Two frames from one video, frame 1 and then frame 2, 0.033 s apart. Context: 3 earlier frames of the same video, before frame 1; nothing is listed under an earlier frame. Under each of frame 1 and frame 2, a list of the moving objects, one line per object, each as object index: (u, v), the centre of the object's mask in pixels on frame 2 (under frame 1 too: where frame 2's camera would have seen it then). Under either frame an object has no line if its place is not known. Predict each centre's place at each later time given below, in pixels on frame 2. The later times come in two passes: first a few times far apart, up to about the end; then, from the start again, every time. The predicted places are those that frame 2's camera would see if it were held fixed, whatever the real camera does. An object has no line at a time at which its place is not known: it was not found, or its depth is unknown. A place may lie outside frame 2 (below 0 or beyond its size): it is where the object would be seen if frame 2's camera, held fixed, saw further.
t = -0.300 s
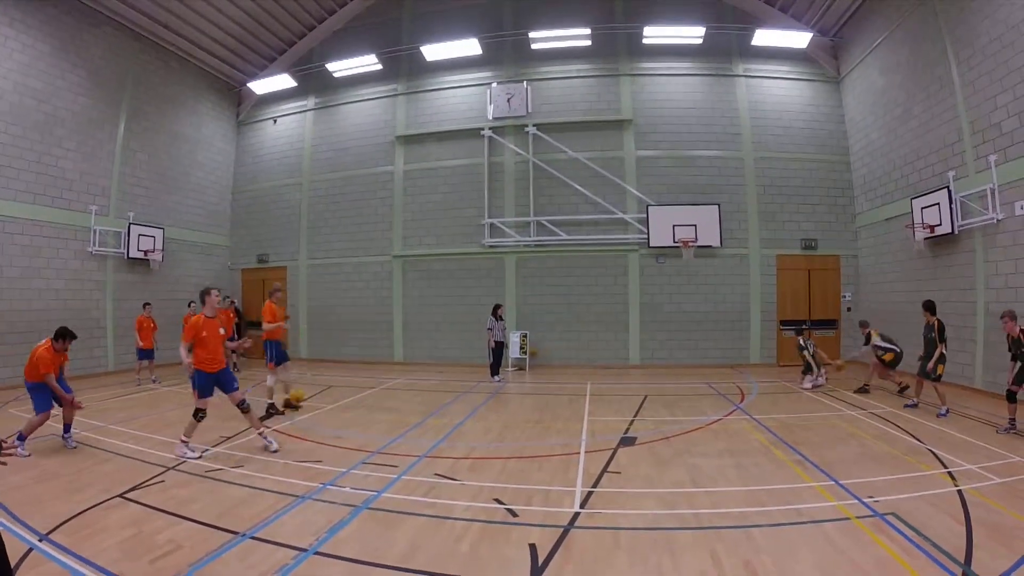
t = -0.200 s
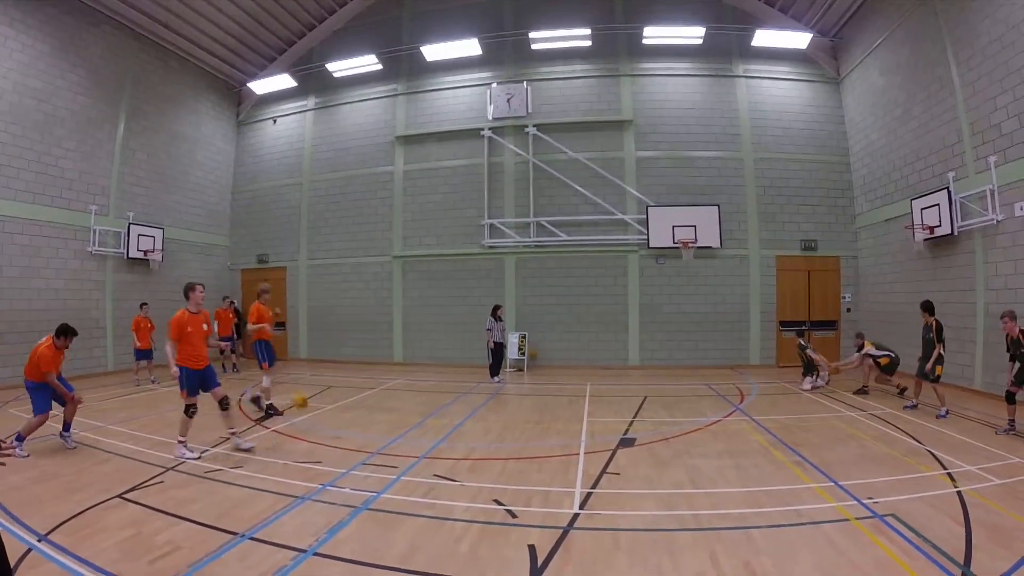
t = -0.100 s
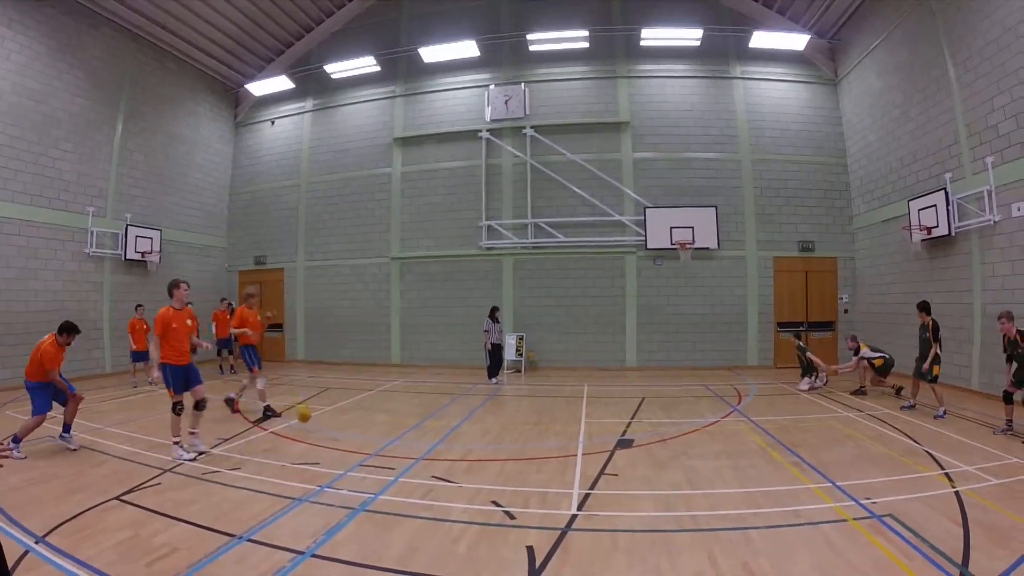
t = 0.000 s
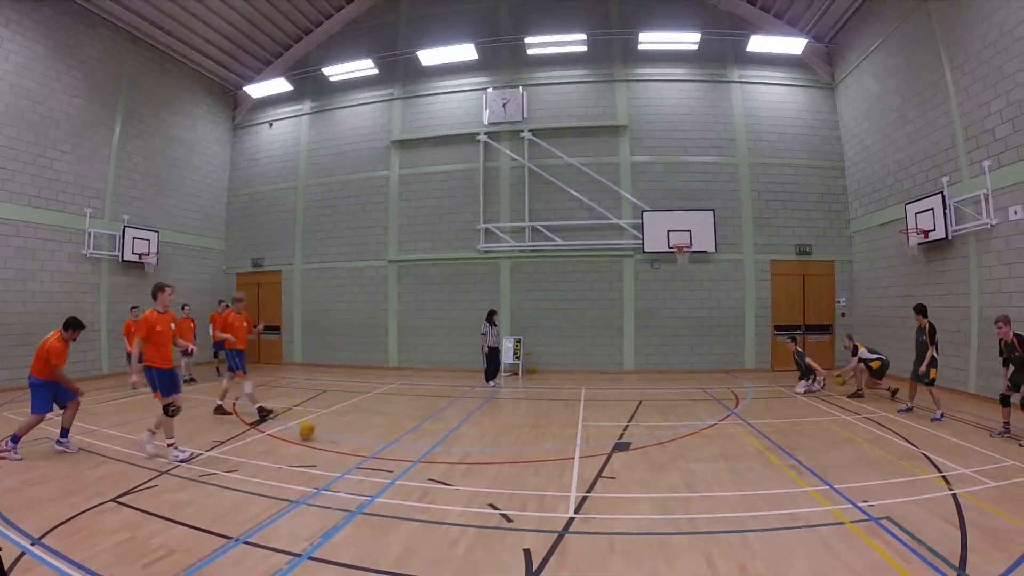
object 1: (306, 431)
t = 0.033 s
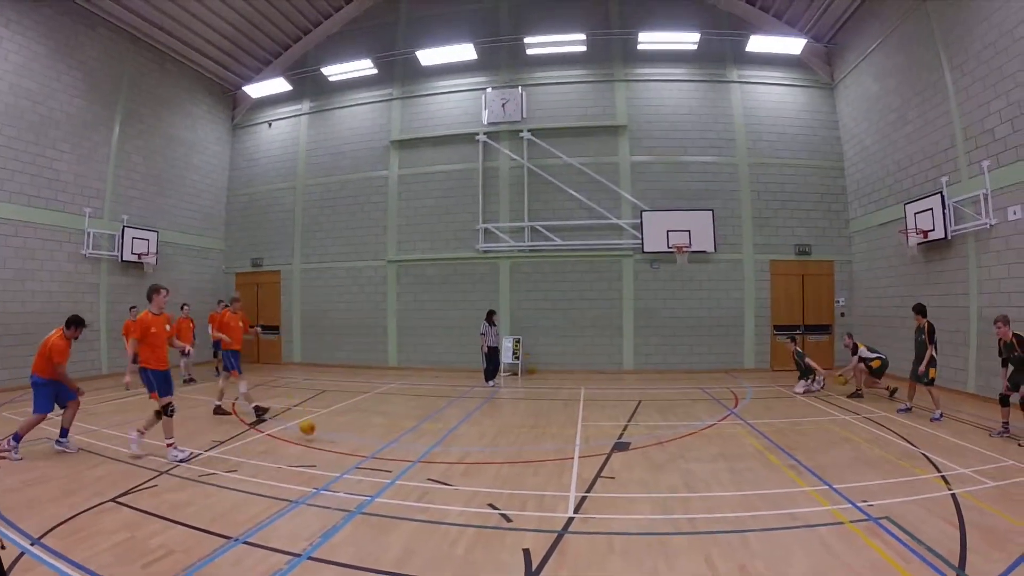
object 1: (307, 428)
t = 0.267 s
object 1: (320, 425)
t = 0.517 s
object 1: (337, 441)
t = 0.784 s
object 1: (357, 461)
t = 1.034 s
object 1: (374, 466)
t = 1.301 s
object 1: (396, 474)
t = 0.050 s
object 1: (307, 425)
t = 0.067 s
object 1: (308, 424)
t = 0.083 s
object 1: (309, 423)
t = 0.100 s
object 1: (310, 421)
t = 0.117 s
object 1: (311, 421)
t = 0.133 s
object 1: (311, 421)
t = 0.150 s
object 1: (312, 421)
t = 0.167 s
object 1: (313, 421)
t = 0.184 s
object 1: (314, 420)
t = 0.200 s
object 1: (315, 421)
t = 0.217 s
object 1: (317, 422)
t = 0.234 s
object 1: (318, 423)
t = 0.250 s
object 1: (319, 424)
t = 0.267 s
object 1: (320, 425)
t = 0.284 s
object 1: (321, 426)
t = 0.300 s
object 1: (322, 428)
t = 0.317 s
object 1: (323, 430)
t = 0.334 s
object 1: (325, 432)
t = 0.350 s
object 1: (326, 435)
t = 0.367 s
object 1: (327, 437)
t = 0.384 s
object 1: (328, 440)
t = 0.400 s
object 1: (330, 445)
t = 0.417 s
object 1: (331, 448)
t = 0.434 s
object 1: (332, 448)
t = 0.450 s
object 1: (333, 447)
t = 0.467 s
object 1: (334, 445)
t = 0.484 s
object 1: (334, 443)
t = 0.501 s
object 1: (336, 442)
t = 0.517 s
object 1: (337, 441)
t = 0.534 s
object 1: (338, 440)
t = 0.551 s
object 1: (339, 440)
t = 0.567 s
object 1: (340, 440)
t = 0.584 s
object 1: (341, 441)
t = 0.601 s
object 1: (342, 441)
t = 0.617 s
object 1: (343, 441)
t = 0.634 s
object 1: (344, 443)
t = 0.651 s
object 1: (344, 444)
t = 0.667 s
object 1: (346, 445)
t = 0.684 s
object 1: (348, 446)
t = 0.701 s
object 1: (349, 450)
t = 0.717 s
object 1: (351, 452)
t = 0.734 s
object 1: (351, 454)
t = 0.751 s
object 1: (354, 457)
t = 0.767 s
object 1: (355, 460)
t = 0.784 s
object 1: (357, 461)
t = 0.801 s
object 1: (358, 461)
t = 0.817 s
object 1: (359, 460)
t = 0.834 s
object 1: (360, 458)
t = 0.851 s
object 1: (361, 456)
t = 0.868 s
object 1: (362, 457)
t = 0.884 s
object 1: (363, 456)
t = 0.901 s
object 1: (364, 456)
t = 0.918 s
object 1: (364, 457)
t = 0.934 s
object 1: (365, 457)
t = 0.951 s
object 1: (367, 457)
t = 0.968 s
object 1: (367, 458)
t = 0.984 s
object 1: (369, 459)
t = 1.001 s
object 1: (370, 461)
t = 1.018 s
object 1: (372, 462)
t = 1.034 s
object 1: (374, 466)
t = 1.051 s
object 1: (376, 468)
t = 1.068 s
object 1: (377, 472)
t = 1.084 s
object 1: (378, 475)
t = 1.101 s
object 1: (380, 476)
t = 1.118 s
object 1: (381, 475)
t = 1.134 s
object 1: (383, 475)
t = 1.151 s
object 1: (383, 474)
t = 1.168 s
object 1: (385, 472)
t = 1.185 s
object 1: (386, 472)
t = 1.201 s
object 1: (388, 471)
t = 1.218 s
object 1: (389, 471)
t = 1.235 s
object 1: (389, 471)
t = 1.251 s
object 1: (390, 472)
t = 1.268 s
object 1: (392, 472)
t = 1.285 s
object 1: (394, 474)
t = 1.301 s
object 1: (396, 474)
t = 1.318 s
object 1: (397, 476)
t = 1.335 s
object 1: (399, 479)
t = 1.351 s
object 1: (401, 483)
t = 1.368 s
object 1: (402, 485)
